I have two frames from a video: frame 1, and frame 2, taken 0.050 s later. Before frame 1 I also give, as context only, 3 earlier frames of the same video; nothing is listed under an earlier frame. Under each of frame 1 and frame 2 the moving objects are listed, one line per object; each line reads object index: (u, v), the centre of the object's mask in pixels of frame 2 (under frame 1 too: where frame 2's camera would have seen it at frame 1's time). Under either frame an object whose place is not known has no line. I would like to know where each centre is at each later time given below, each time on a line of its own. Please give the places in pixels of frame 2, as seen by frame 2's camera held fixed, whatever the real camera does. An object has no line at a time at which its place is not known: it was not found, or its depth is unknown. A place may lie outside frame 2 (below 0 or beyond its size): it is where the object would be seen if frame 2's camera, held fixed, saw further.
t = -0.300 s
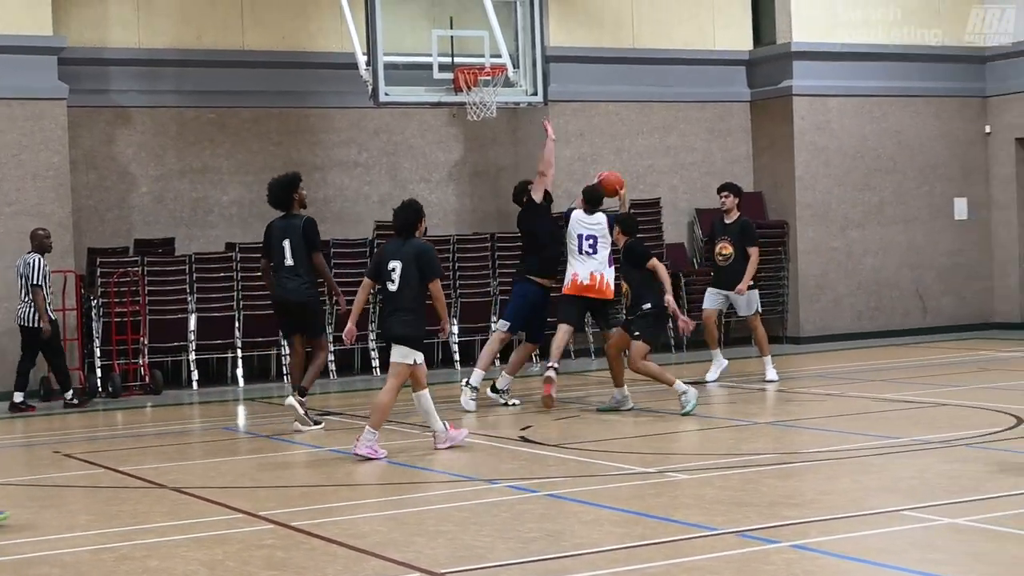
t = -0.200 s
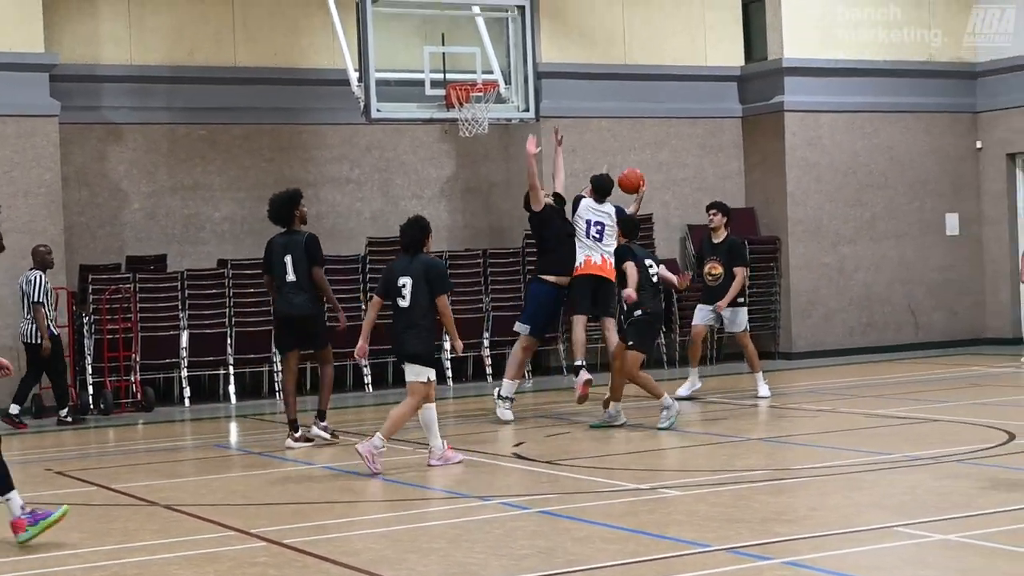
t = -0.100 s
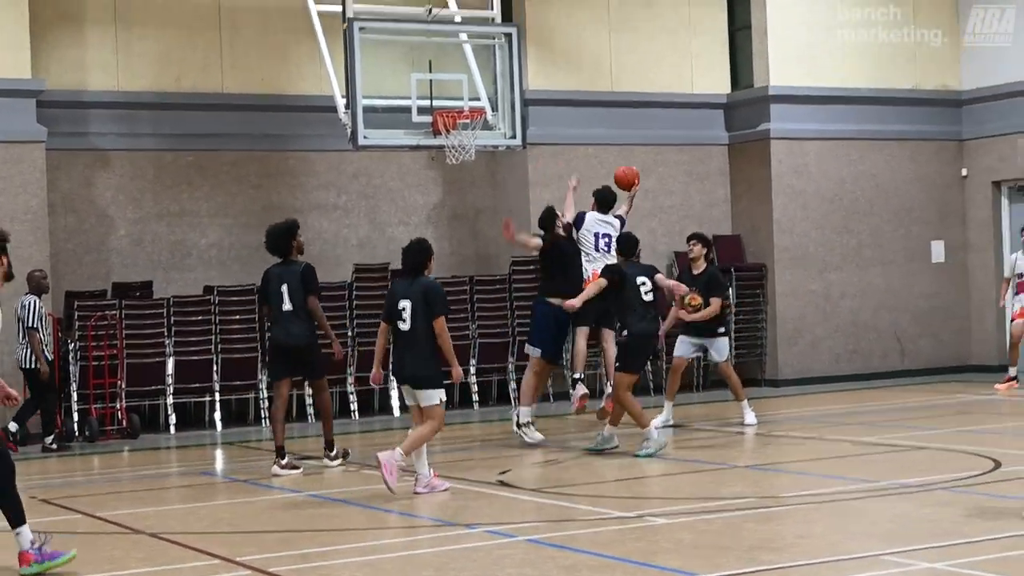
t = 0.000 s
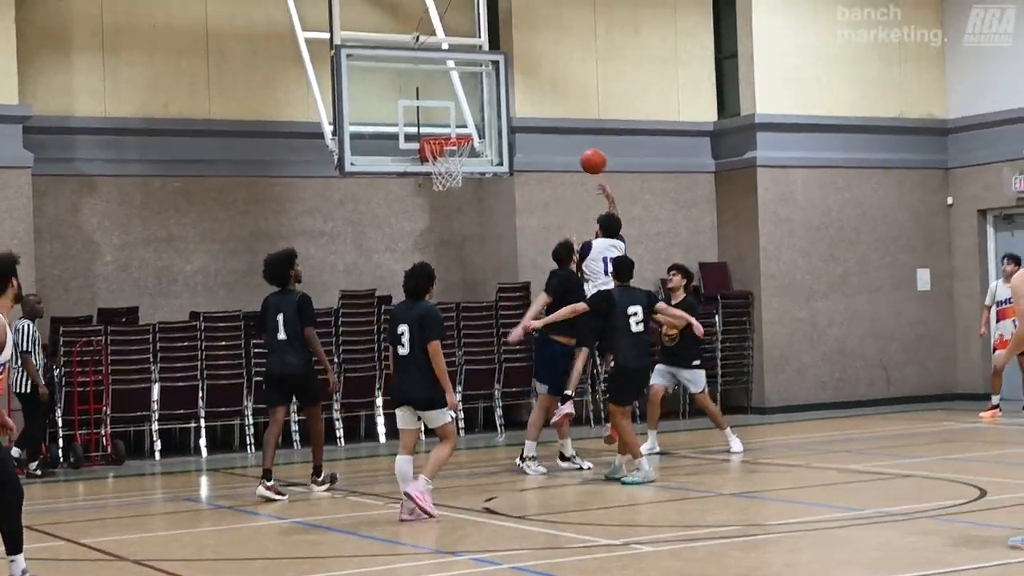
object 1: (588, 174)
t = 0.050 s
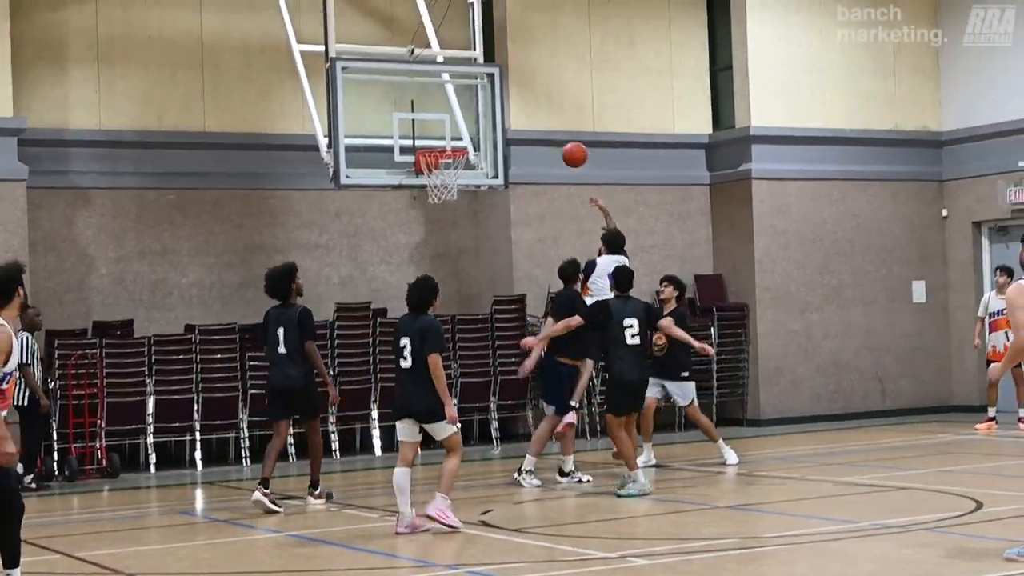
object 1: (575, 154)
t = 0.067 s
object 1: (570, 148)
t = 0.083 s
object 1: (565, 144)
